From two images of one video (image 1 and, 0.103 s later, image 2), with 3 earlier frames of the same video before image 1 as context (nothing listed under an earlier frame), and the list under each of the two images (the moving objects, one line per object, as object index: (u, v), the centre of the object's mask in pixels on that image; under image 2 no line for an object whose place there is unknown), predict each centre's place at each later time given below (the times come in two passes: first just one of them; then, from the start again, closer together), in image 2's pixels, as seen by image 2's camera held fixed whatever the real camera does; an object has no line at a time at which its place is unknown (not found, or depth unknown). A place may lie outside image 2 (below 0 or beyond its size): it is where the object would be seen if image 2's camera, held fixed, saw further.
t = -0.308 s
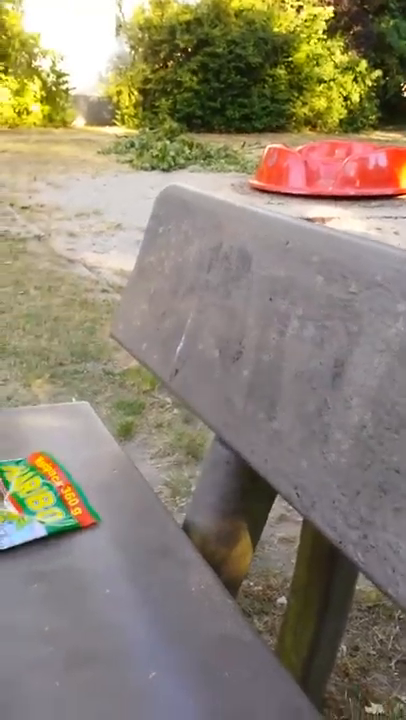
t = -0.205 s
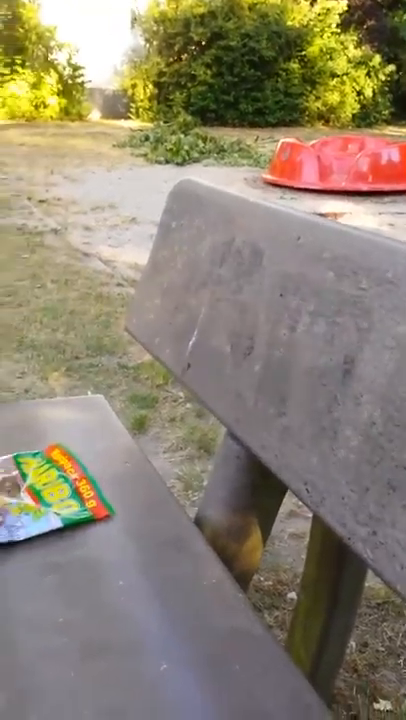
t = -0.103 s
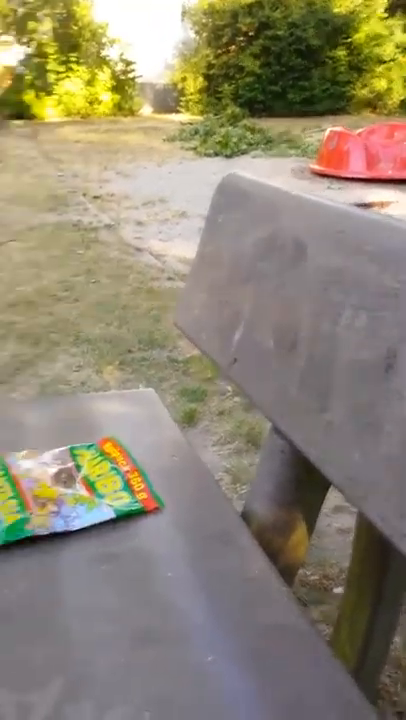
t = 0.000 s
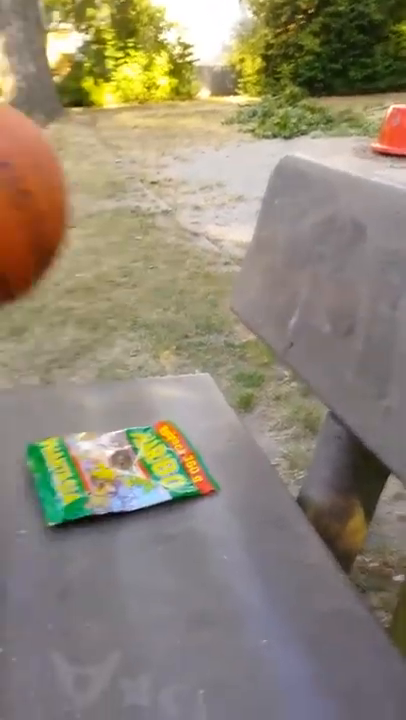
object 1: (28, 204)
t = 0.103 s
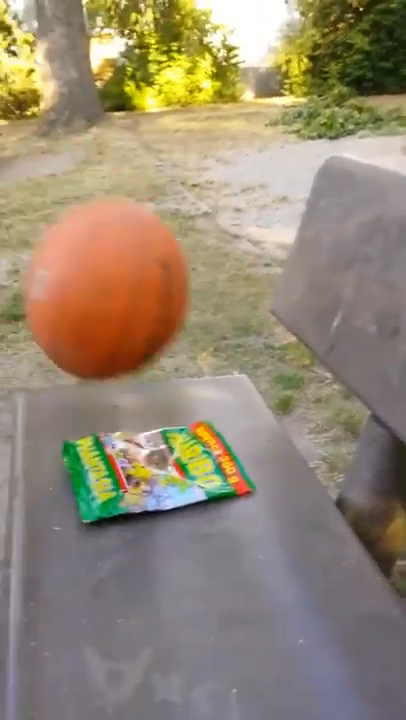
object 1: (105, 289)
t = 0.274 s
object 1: (228, 244)
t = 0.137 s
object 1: (133, 324)
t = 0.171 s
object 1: (159, 329)
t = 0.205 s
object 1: (183, 295)
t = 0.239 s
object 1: (206, 267)
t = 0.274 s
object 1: (228, 244)
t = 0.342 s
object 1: (232, 197)
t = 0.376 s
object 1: (224, 180)
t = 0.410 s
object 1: (213, 169)
